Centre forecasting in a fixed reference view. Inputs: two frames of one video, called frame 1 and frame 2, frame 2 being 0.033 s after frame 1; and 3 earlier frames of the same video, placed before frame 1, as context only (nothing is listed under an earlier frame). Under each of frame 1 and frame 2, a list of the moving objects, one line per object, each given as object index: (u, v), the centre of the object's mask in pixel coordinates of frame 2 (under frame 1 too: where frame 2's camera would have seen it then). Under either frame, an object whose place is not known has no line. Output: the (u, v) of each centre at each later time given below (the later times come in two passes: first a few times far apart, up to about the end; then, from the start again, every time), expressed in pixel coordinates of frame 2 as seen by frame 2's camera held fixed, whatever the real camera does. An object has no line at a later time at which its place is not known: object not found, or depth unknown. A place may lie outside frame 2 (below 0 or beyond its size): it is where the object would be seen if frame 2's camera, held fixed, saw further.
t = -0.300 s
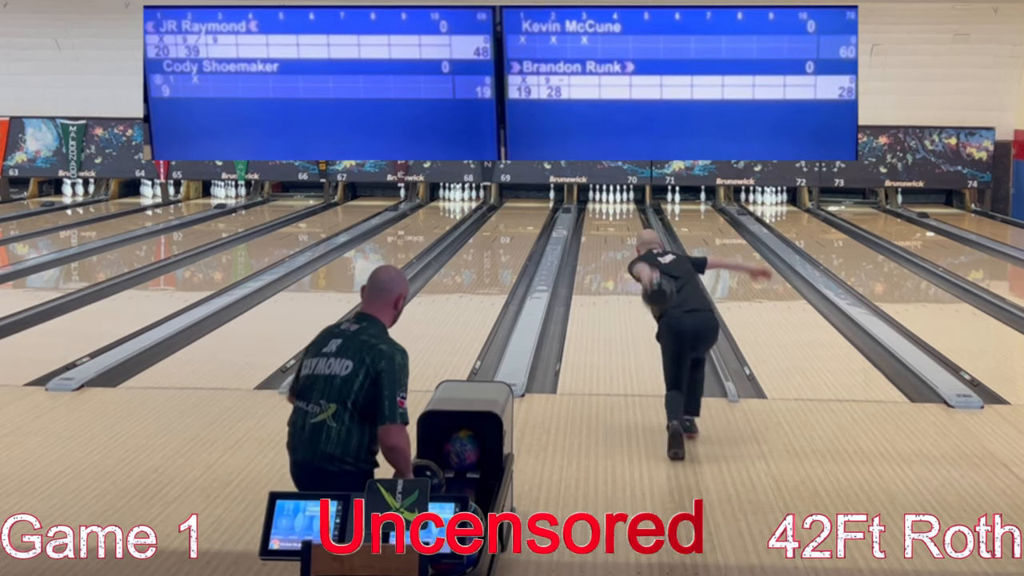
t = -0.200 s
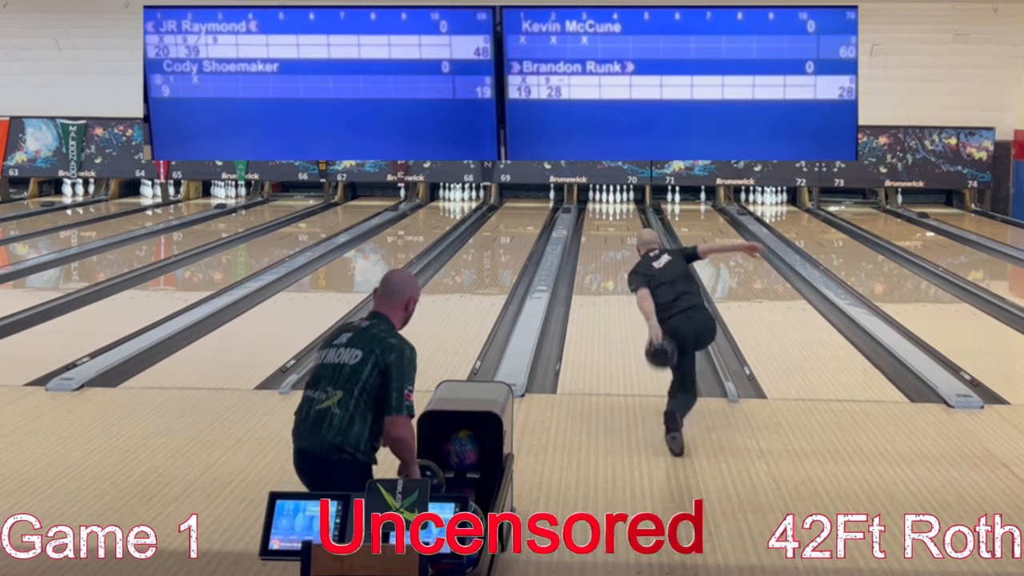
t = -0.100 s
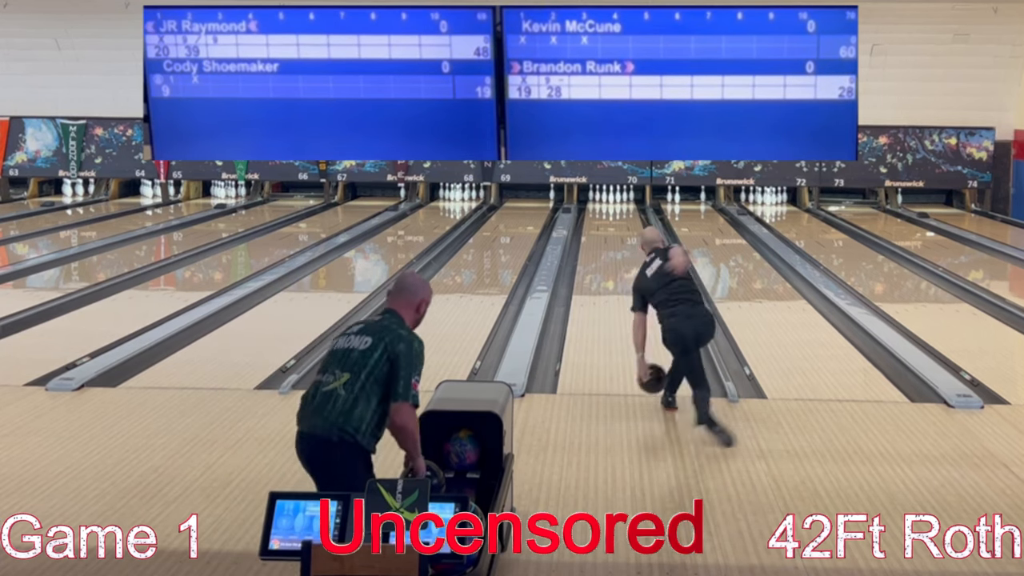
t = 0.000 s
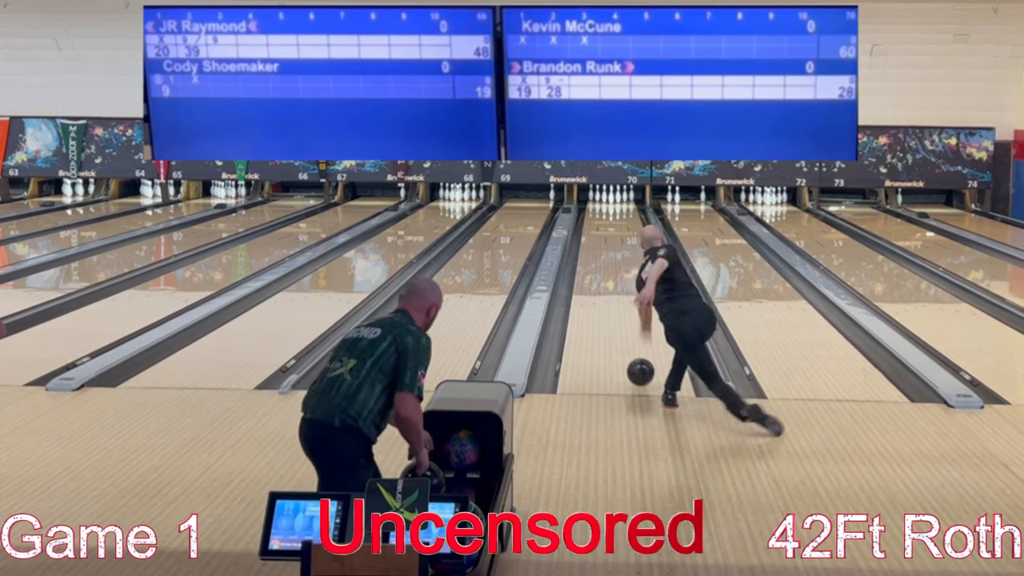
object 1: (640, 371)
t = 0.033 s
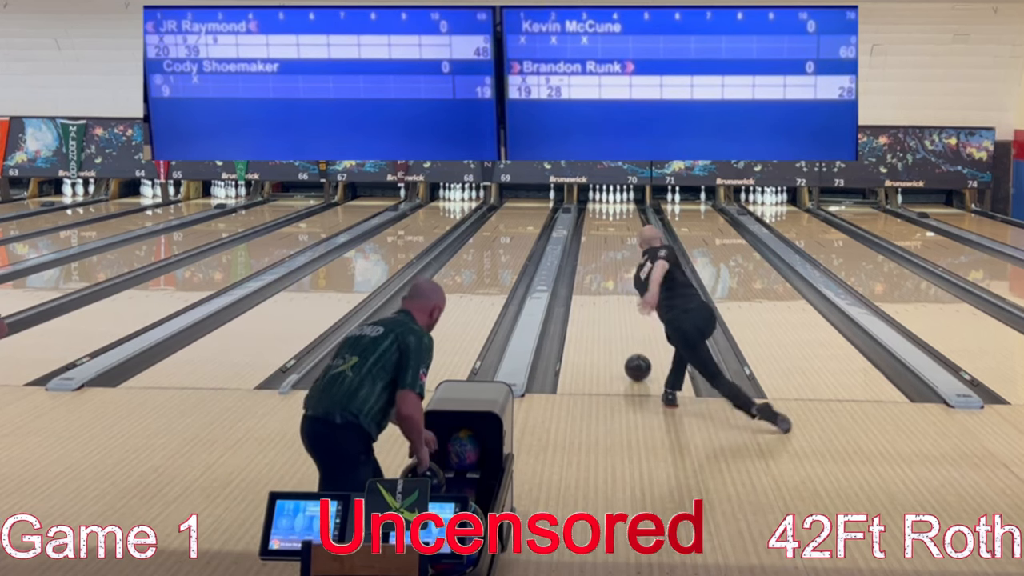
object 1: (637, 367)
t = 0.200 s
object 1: (626, 336)
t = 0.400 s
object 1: (616, 307)
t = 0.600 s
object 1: (608, 284)
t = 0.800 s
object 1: (603, 266)
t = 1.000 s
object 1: (599, 251)
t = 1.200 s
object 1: (596, 239)
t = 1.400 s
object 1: (594, 228)
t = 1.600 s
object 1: (593, 219)
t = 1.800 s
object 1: (594, 212)
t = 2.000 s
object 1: (598, 206)
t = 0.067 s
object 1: (635, 360)
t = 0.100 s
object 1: (633, 353)
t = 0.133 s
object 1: (631, 347)
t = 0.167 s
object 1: (628, 341)
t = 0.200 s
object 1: (626, 336)
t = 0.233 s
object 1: (625, 330)
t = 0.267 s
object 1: (623, 325)
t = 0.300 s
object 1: (621, 320)
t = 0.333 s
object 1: (619, 315)
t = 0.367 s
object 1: (618, 311)
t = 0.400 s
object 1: (616, 307)
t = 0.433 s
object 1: (615, 303)
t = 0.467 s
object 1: (614, 298)
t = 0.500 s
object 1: (612, 295)
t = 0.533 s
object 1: (611, 291)
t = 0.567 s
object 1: (609, 288)
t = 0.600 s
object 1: (608, 284)
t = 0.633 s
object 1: (607, 280)
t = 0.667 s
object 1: (607, 277)
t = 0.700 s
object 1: (606, 274)
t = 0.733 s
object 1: (605, 271)
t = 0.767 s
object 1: (604, 268)
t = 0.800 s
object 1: (603, 266)
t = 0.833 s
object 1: (603, 263)
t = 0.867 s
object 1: (602, 260)
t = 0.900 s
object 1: (601, 258)
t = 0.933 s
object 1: (601, 255)
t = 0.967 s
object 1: (600, 253)
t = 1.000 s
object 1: (599, 251)
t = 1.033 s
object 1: (599, 249)
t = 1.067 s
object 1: (598, 247)
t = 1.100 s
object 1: (598, 245)
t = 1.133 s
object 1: (597, 243)
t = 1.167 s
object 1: (597, 241)
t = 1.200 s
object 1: (596, 239)
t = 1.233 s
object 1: (596, 237)
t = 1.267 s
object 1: (595, 235)
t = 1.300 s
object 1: (595, 233)
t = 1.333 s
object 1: (595, 232)
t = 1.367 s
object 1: (595, 230)
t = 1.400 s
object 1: (594, 228)
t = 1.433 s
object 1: (594, 227)
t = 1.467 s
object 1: (594, 225)
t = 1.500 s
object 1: (594, 224)
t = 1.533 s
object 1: (593, 222)
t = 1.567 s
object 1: (593, 221)
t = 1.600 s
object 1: (593, 219)
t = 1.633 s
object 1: (593, 218)
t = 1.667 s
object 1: (593, 217)
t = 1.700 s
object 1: (593, 216)
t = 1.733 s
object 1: (594, 215)
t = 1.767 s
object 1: (594, 213)
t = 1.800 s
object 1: (594, 212)
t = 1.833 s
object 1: (595, 211)
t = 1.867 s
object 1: (595, 210)
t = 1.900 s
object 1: (596, 209)
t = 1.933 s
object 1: (596, 208)
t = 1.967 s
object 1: (597, 207)
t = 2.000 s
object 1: (598, 206)
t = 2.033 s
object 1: (599, 205)
